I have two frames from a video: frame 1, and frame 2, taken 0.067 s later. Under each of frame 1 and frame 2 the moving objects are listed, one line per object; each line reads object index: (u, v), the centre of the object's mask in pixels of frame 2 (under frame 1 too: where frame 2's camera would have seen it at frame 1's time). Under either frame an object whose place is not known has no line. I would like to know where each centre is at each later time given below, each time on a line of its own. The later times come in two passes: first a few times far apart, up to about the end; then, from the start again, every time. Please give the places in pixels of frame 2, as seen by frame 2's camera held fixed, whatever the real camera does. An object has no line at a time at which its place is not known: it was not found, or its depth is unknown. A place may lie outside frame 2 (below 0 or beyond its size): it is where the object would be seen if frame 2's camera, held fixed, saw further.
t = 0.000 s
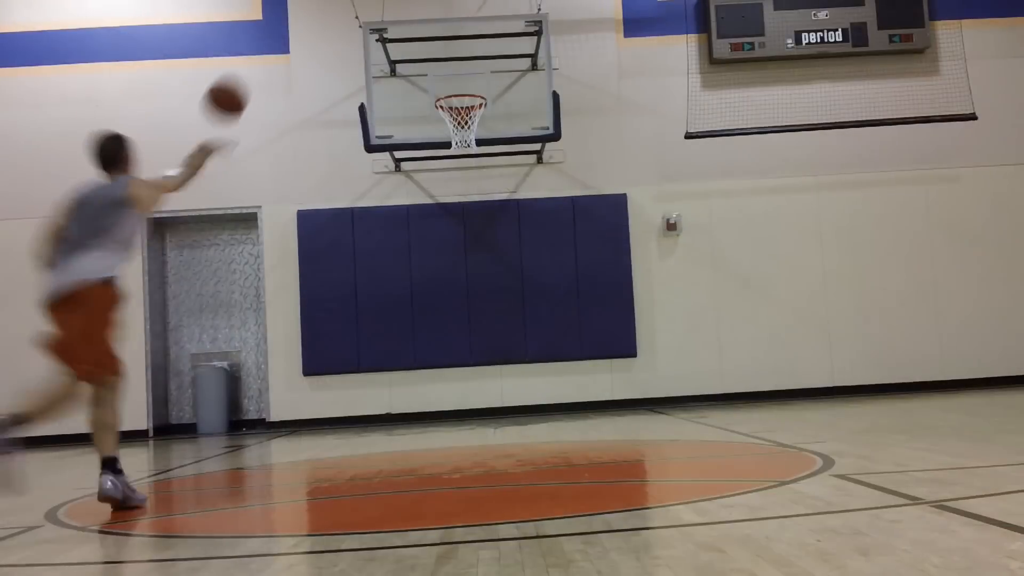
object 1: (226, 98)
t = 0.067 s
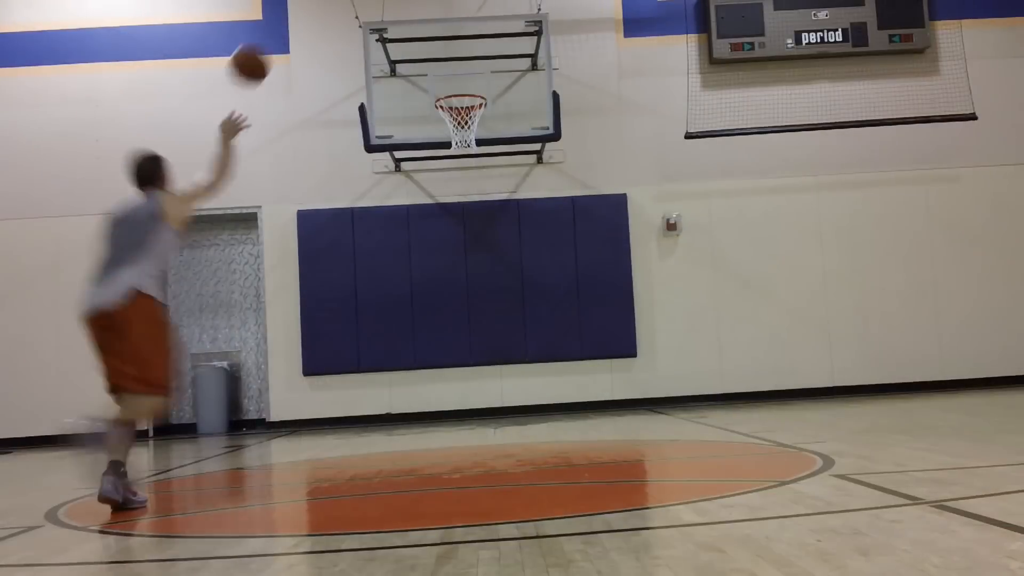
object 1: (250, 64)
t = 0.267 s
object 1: (310, 16)
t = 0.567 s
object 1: (375, 45)
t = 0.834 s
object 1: (406, 99)
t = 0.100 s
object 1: (261, 50)
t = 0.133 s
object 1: (271, 40)
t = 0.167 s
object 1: (281, 32)
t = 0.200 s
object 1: (291, 25)
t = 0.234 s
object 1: (301, 19)
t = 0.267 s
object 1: (310, 16)
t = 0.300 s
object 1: (318, 15)
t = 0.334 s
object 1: (326, 15)
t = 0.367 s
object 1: (334, 15)
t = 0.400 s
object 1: (342, 17)
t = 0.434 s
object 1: (349, 20)
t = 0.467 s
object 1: (356, 25)
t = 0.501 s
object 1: (362, 31)
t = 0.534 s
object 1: (369, 38)
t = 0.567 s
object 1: (375, 45)
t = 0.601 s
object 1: (382, 55)
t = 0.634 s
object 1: (388, 63)
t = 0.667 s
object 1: (394, 75)
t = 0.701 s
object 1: (399, 85)
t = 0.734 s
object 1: (405, 98)
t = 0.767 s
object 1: (406, 99)
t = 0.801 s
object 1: (406, 99)
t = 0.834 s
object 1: (406, 99)
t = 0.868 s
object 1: (406, 101)
